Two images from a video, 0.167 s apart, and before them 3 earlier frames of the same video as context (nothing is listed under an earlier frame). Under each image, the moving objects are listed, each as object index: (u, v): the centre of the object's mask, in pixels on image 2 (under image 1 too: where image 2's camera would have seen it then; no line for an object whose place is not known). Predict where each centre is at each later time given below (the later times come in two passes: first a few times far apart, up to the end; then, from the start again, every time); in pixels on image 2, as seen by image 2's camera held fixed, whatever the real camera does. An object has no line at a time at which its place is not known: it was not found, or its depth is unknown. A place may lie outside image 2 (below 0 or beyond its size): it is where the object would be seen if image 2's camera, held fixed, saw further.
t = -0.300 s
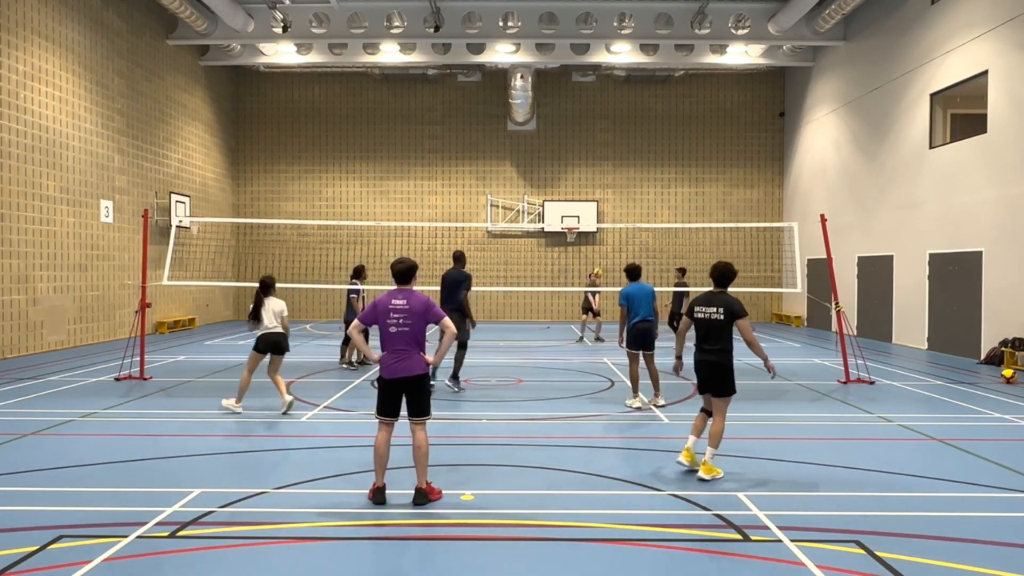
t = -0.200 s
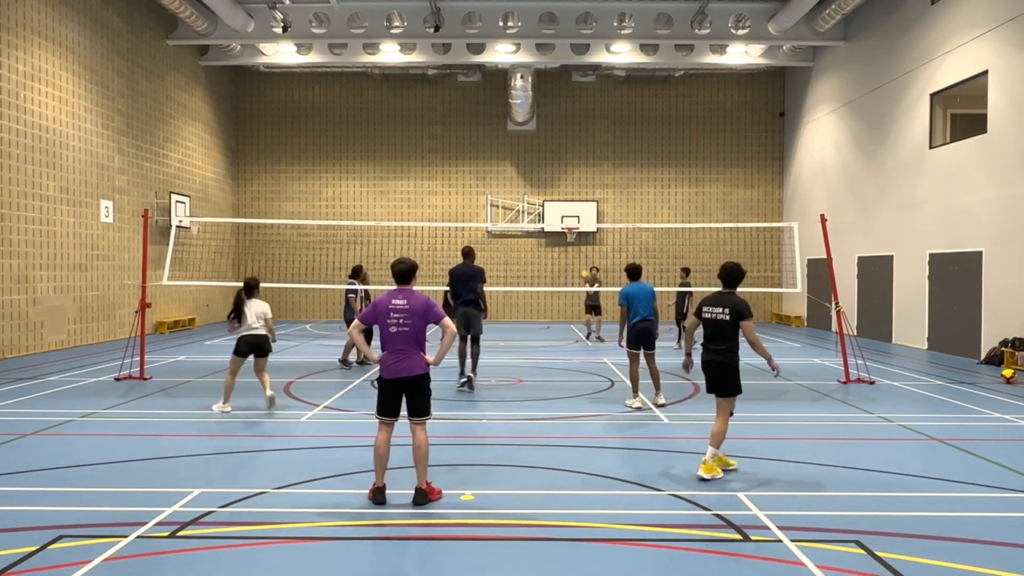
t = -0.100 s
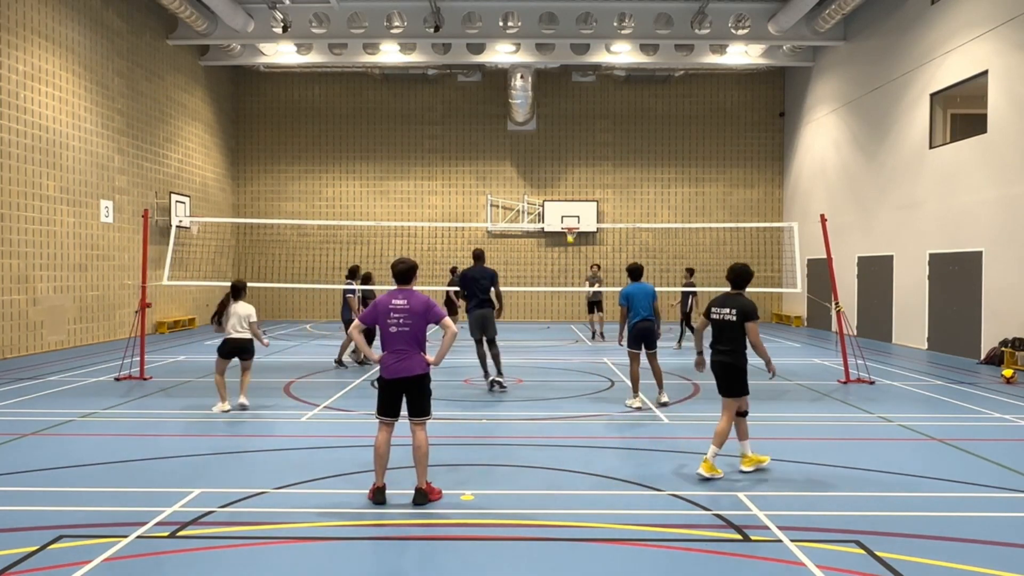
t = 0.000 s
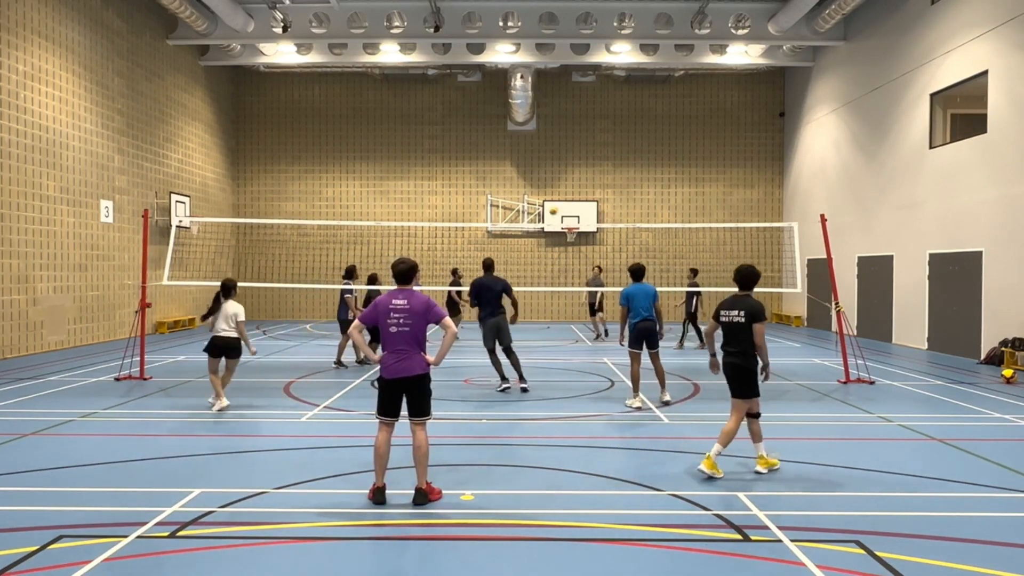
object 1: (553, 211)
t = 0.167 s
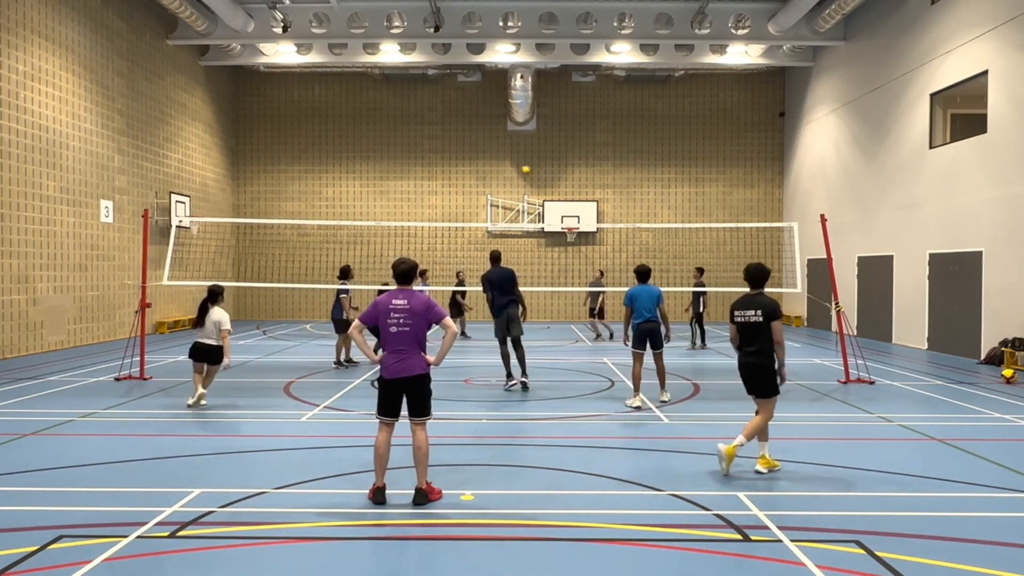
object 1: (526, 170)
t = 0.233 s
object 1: (515, 157)
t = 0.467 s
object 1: (477, 130)
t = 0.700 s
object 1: (440, 127)
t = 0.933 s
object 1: (404, 147)
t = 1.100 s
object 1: (379, 175)
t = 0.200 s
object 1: (520, 163)
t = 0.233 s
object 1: (515, 157)
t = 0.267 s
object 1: (510, 152)
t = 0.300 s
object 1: (504, 147)
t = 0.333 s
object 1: (499, 143)
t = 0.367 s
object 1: (493, 138)
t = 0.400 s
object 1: (488, 136)
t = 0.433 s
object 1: (482, 133)
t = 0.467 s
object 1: (477, 130)
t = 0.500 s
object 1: (472, 128)
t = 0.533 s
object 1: (466, 127)
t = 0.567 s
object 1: (461, 126)
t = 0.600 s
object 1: (455, 126)
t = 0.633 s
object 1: (451, 126)
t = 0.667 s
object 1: (445, 126)
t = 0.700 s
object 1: (440, 127)
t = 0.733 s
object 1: (434, 128)
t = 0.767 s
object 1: (429, 131)
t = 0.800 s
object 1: (424, 132)
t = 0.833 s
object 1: (419, 136)
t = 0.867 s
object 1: (414, 139)
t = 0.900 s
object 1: (409, 142)
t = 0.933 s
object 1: (404, 147)
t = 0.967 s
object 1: (399, 152)
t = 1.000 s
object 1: (394, 157)
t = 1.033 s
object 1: (389, 163)
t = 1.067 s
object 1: (384, 168)
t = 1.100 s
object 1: (379, 175)
